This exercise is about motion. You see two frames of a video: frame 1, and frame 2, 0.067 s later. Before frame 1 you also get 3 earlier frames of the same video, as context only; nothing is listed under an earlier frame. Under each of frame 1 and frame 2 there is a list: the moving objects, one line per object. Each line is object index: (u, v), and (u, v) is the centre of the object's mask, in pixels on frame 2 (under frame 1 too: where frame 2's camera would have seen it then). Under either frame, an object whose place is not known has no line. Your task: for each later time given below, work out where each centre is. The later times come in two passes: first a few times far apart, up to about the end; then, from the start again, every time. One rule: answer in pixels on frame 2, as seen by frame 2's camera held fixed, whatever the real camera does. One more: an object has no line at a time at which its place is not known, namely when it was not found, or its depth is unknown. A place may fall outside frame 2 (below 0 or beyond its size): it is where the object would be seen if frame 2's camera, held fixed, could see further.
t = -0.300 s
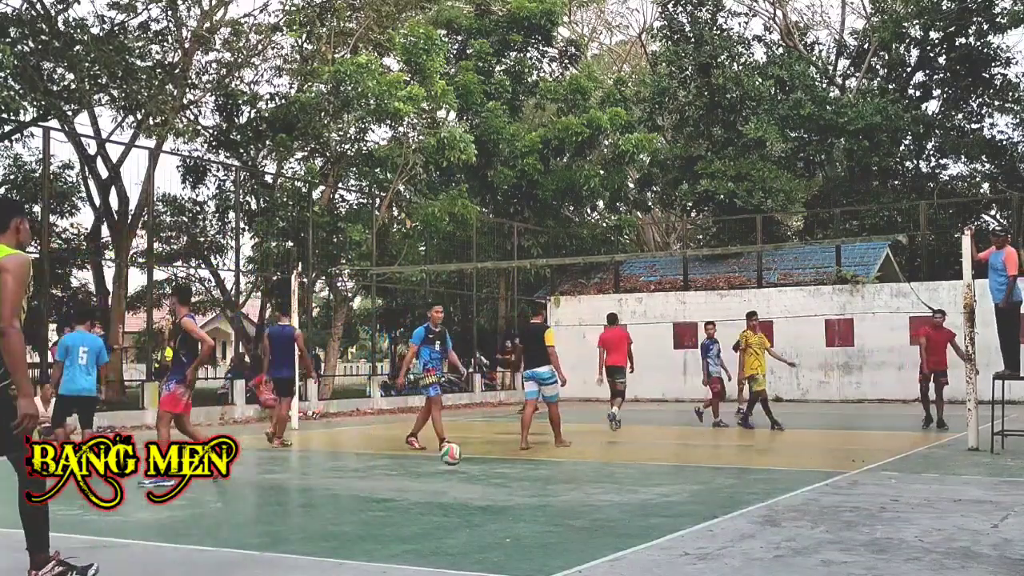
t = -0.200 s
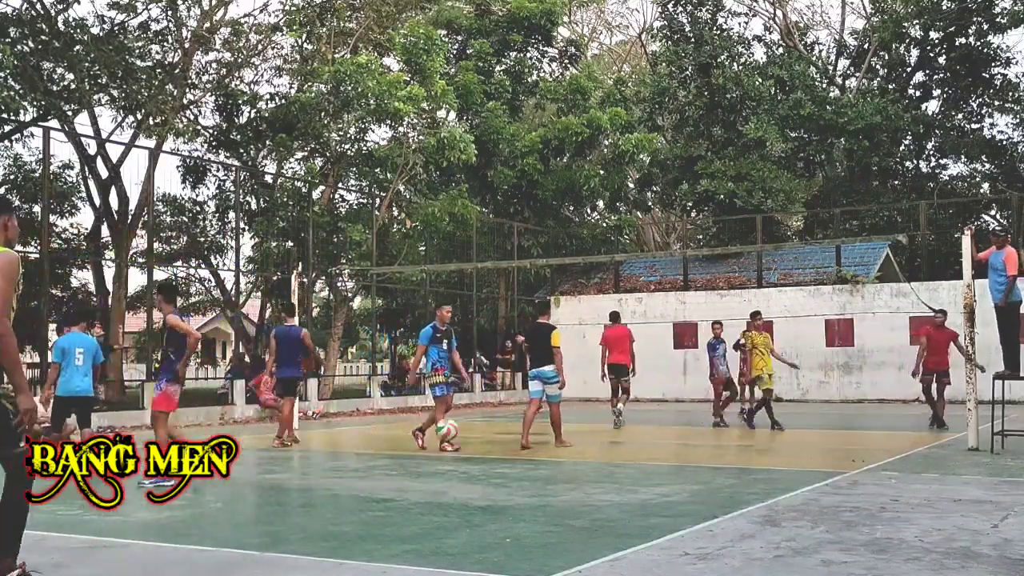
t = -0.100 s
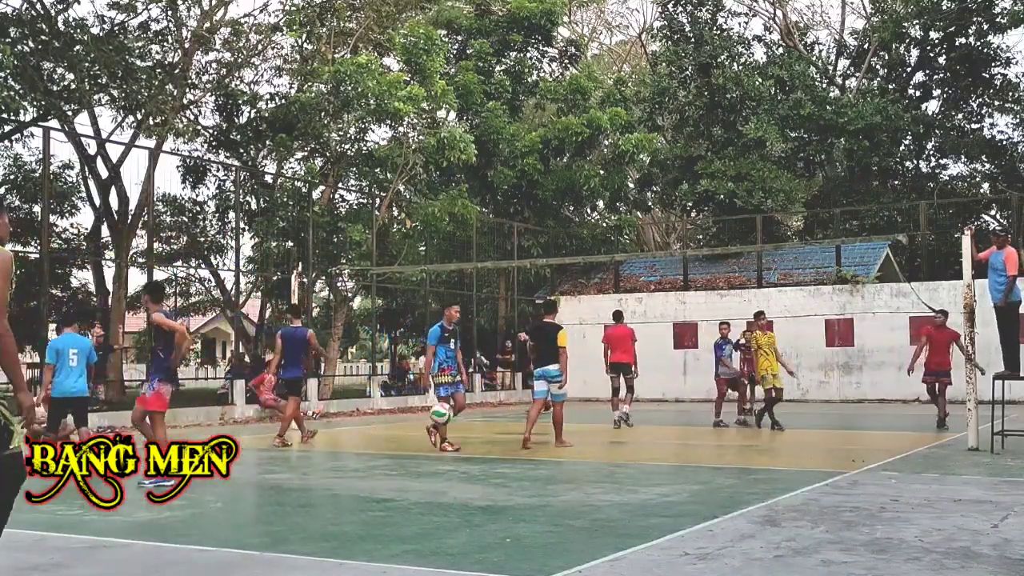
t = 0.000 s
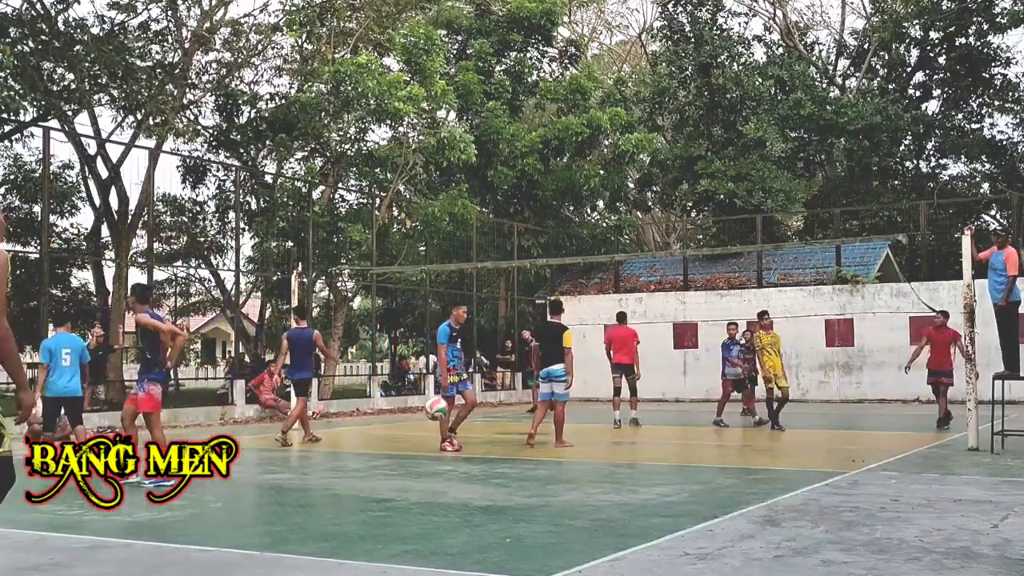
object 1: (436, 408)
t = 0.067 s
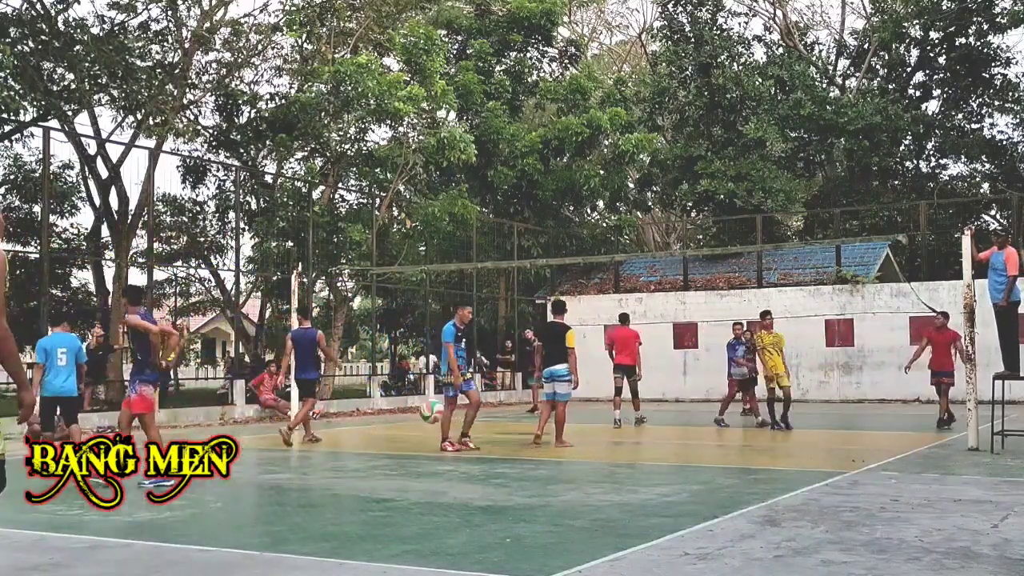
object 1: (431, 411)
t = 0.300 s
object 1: (417, 464)
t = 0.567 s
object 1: (400, 440)
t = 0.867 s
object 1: (377, 478)
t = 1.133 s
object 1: (354, 468)
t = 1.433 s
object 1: (322, 525)
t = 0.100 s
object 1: (429, 415)
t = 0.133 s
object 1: (427, 419)
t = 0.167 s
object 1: (425, 425)
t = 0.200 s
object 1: (423, 433)
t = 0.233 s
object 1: (421, 442)
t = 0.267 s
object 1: (419, 452)
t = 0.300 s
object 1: (417, 464)
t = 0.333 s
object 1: (415, 478)
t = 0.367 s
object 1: (412, 480)
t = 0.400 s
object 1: (409, 470)
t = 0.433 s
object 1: (408, 461)
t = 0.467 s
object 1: (406, 454)
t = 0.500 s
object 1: (404, 448)
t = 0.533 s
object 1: (402, 443)
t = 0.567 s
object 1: (400, 440)
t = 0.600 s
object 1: (397, 438)
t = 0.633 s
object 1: (394, 437)
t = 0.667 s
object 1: (392, 437)
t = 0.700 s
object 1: (390, 440)
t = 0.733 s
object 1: (387, 444)
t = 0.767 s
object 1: (385, 450)
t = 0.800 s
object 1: (382, 457)
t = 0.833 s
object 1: (380, 467)
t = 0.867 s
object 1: (377, 478)
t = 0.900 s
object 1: (374, 491)
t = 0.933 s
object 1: (371, 507)
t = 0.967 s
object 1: (368, 502)
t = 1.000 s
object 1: (365, 492)
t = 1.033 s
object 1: (363, 483)
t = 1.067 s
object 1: (359, 477)
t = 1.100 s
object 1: (356, 472)
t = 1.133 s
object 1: (354, 468)
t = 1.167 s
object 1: (351, 467)
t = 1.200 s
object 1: (347, 467)
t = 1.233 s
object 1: (344, 470)
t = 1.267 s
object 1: (340, 473)
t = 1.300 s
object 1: (337, 479)
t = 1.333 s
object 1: (333, 487)
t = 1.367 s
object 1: (329, 498)
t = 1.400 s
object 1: (326, 510)
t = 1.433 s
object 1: (322, 525)
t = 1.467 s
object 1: (318, 543)
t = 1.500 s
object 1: (314, 533)
